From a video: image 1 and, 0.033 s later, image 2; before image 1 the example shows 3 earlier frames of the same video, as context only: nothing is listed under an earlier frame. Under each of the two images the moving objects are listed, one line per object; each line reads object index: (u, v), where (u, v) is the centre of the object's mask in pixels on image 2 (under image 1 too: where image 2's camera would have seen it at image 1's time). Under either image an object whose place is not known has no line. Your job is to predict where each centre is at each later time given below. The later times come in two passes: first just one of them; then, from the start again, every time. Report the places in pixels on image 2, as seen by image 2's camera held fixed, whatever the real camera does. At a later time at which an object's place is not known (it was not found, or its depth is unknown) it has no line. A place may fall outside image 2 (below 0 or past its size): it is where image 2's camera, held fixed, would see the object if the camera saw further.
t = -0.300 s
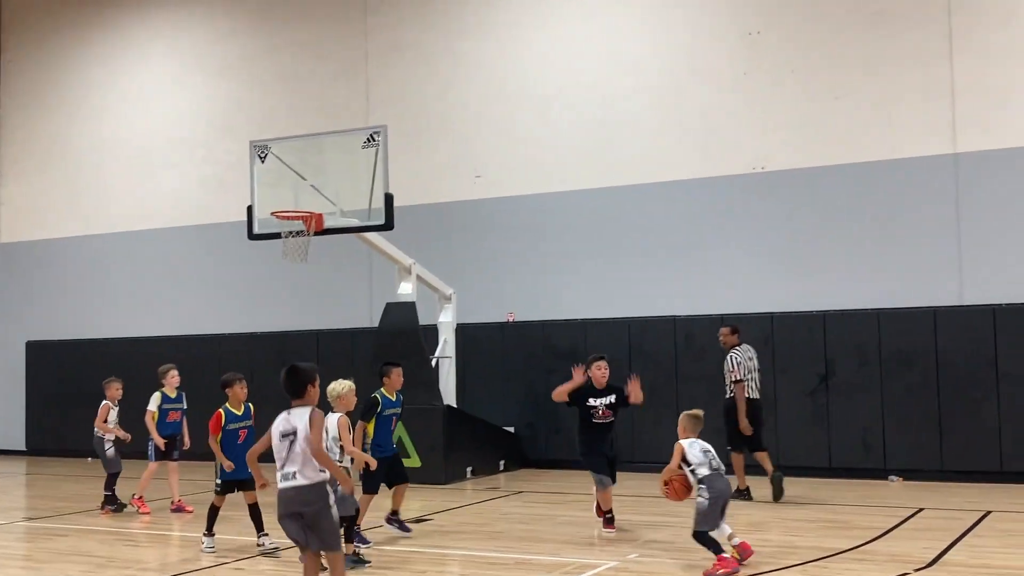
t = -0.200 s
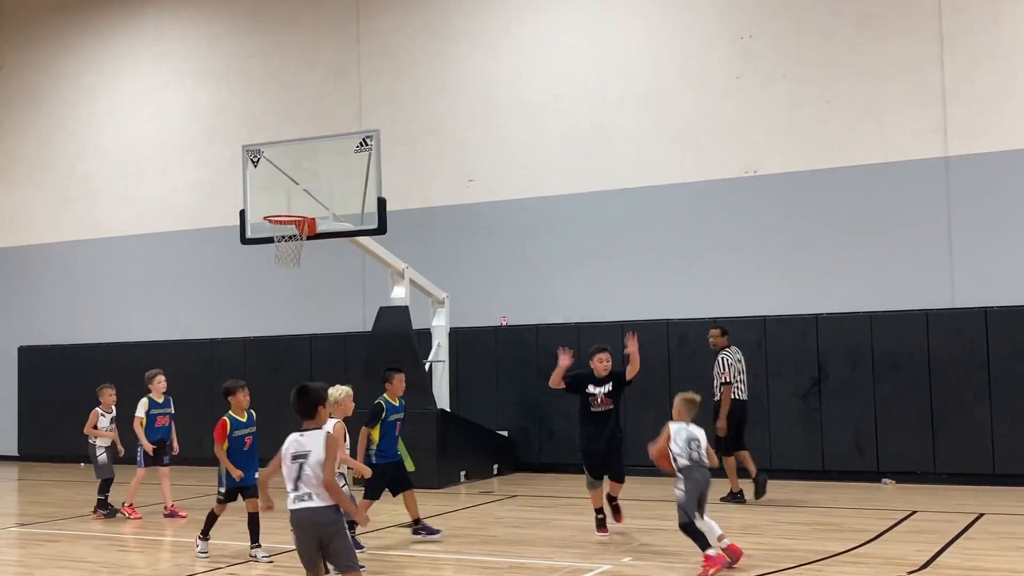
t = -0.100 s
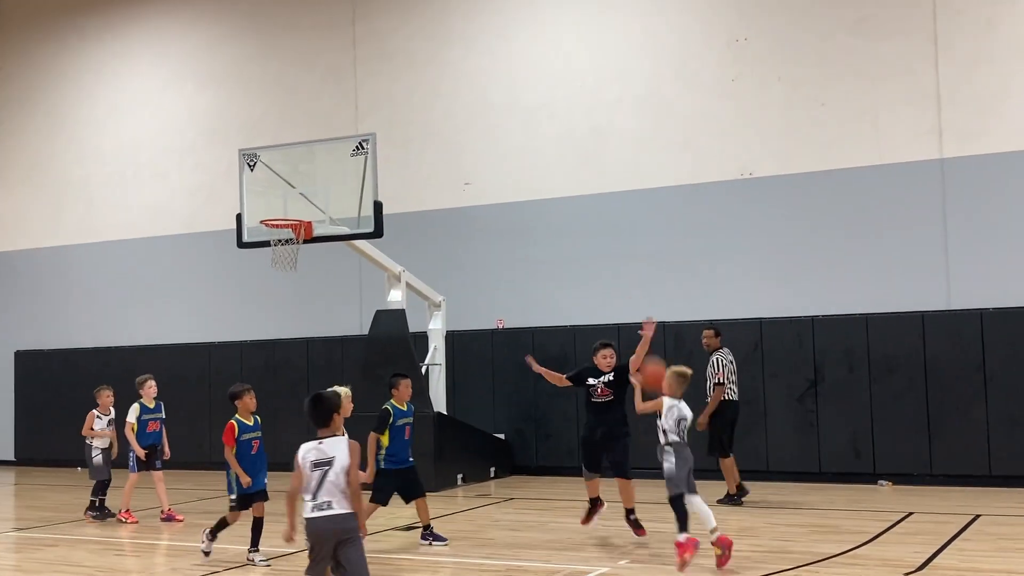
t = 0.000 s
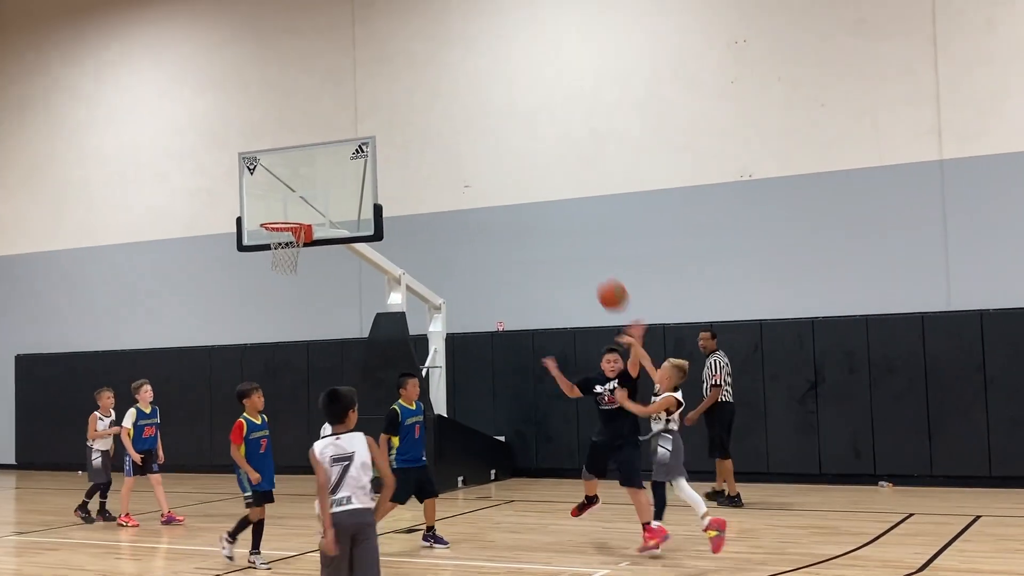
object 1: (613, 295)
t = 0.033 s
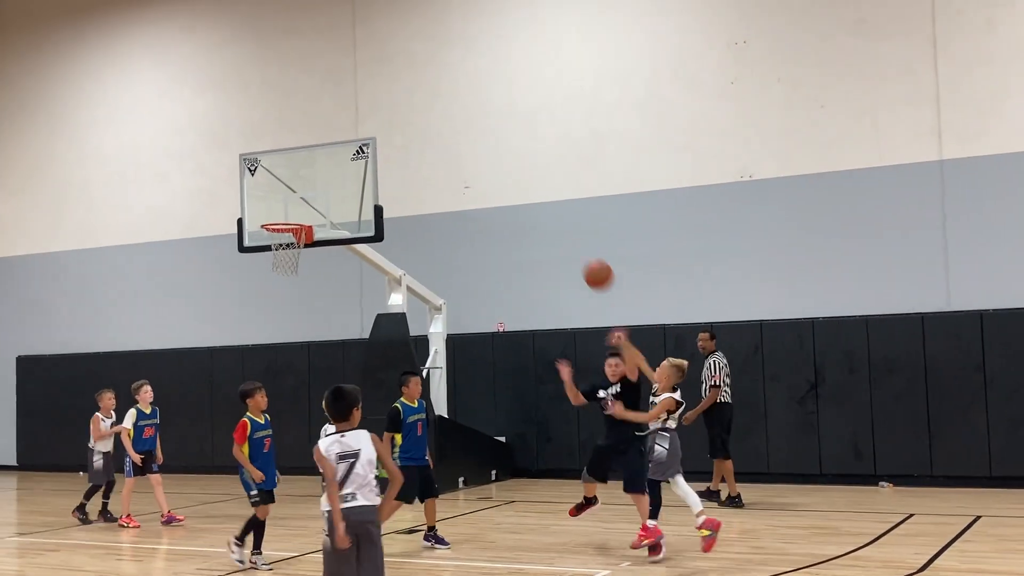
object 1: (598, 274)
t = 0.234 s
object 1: (517, 180)
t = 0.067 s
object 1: (584, 254)
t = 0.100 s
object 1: (570, 237)
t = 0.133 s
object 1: (557, 221)
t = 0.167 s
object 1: (543, 206)
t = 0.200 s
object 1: (530, 192)
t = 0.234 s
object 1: (517, 180)
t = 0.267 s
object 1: (504, 170)
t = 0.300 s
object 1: (492, 161)
